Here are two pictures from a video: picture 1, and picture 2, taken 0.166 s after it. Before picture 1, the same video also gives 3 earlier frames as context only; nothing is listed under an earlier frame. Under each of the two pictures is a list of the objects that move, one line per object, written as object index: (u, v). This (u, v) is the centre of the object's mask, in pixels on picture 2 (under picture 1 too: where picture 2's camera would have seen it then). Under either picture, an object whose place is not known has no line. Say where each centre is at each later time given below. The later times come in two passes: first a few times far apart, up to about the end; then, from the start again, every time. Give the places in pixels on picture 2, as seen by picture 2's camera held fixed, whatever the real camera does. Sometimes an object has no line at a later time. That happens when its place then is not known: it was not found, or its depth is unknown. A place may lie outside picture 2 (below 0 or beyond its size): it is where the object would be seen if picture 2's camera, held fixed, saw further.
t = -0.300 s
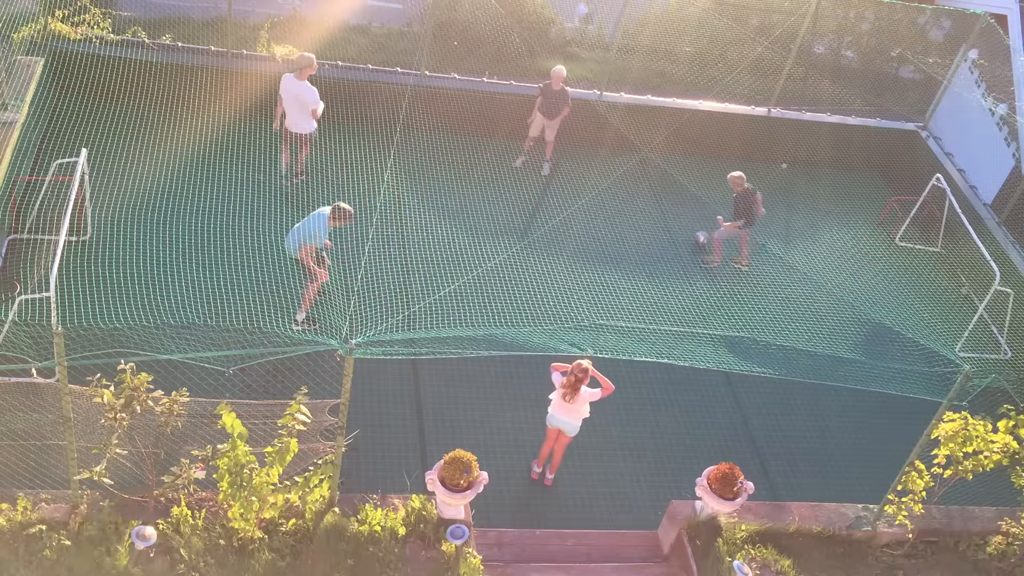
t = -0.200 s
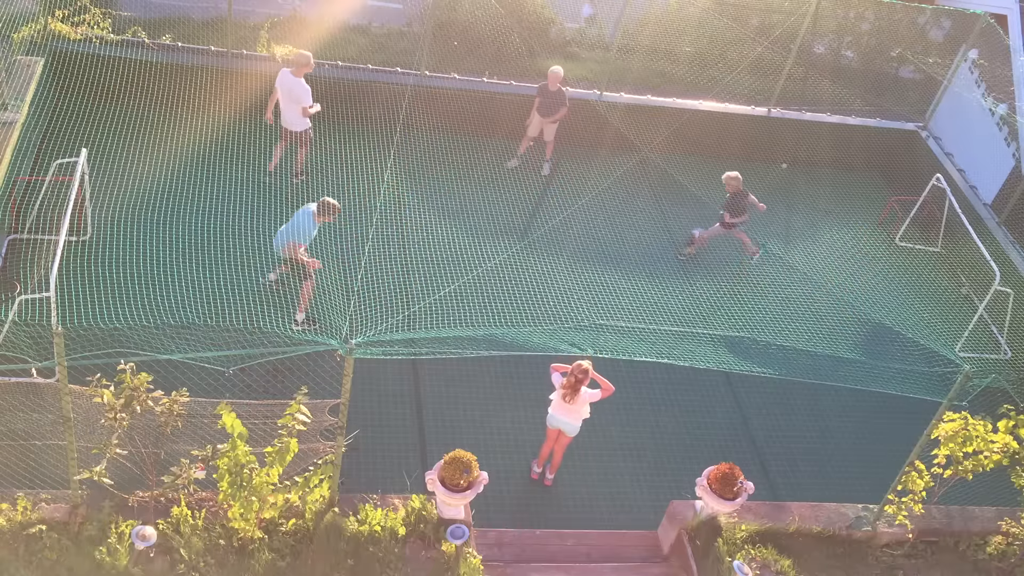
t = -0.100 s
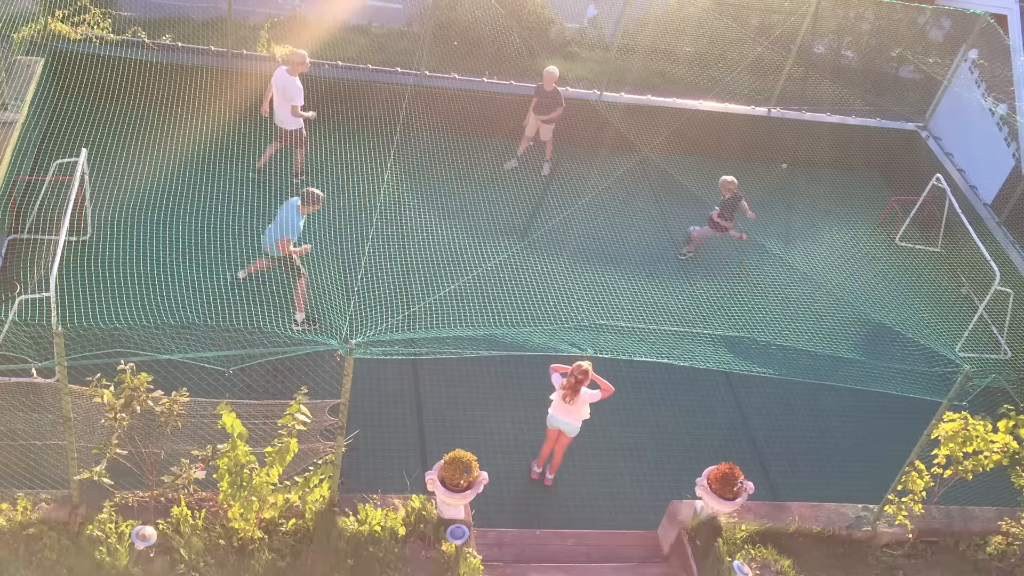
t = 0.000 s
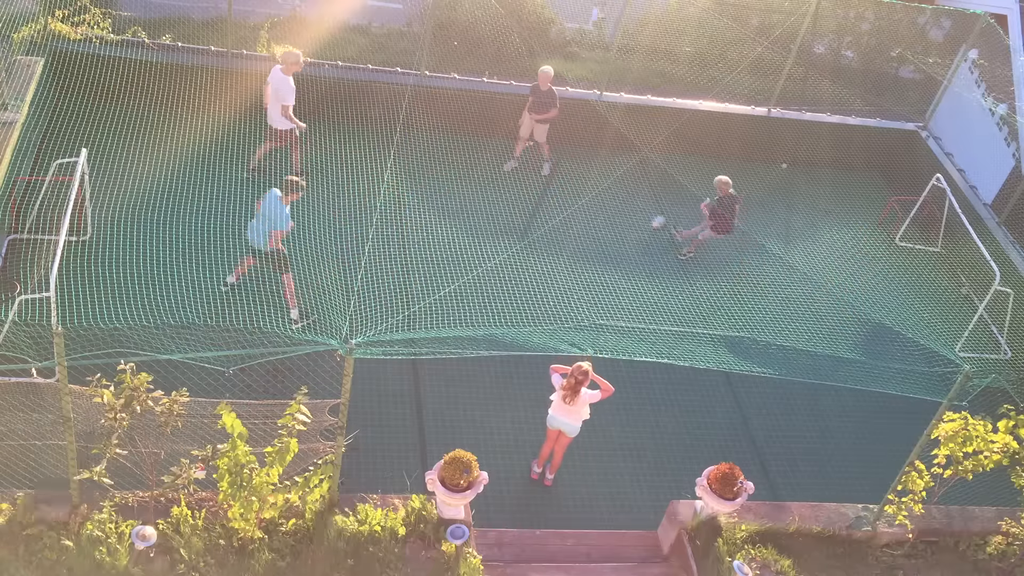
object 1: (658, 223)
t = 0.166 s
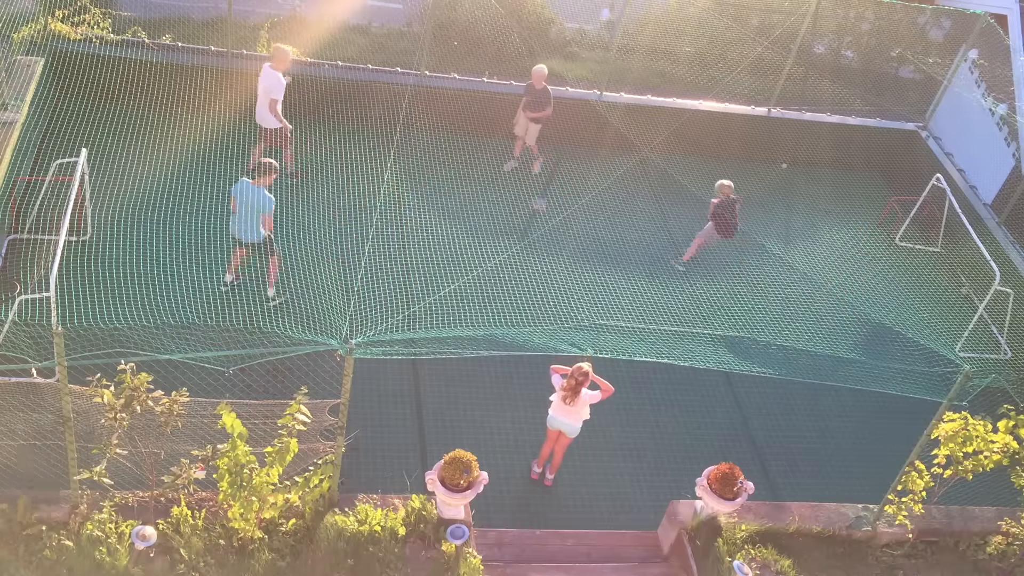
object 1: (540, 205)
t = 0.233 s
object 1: (488, 203)
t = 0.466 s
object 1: (325, 191)
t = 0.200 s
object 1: (514, 204)
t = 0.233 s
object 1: (488, 203)
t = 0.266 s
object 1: (459, 203)
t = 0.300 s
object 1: (434, 203)
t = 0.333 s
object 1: (407, 205)
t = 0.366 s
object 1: (383, 204)
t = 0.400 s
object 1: (363, 201)
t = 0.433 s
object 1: (345, 194)
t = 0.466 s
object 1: (325, 191)
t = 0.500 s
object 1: (305, 188)
